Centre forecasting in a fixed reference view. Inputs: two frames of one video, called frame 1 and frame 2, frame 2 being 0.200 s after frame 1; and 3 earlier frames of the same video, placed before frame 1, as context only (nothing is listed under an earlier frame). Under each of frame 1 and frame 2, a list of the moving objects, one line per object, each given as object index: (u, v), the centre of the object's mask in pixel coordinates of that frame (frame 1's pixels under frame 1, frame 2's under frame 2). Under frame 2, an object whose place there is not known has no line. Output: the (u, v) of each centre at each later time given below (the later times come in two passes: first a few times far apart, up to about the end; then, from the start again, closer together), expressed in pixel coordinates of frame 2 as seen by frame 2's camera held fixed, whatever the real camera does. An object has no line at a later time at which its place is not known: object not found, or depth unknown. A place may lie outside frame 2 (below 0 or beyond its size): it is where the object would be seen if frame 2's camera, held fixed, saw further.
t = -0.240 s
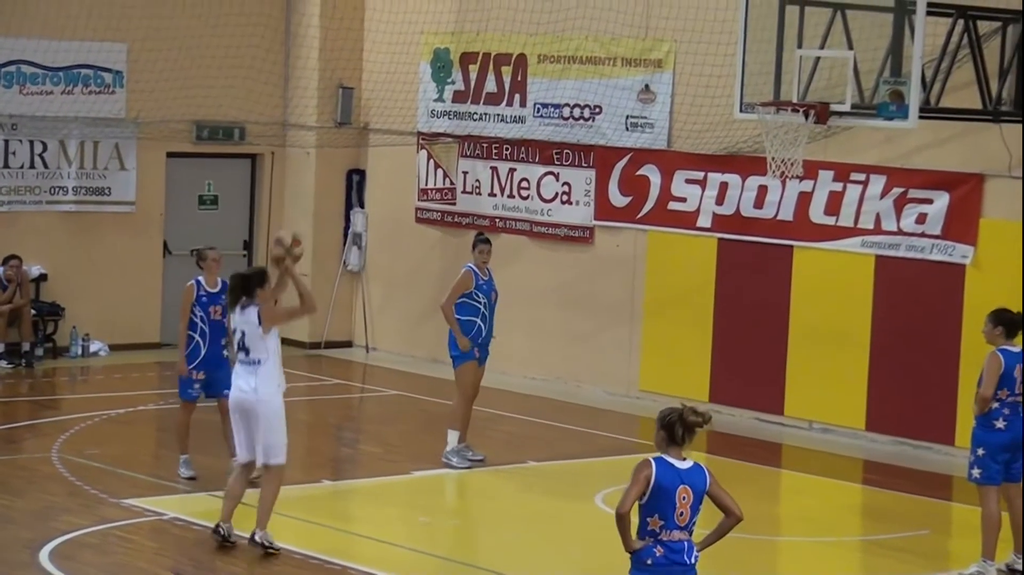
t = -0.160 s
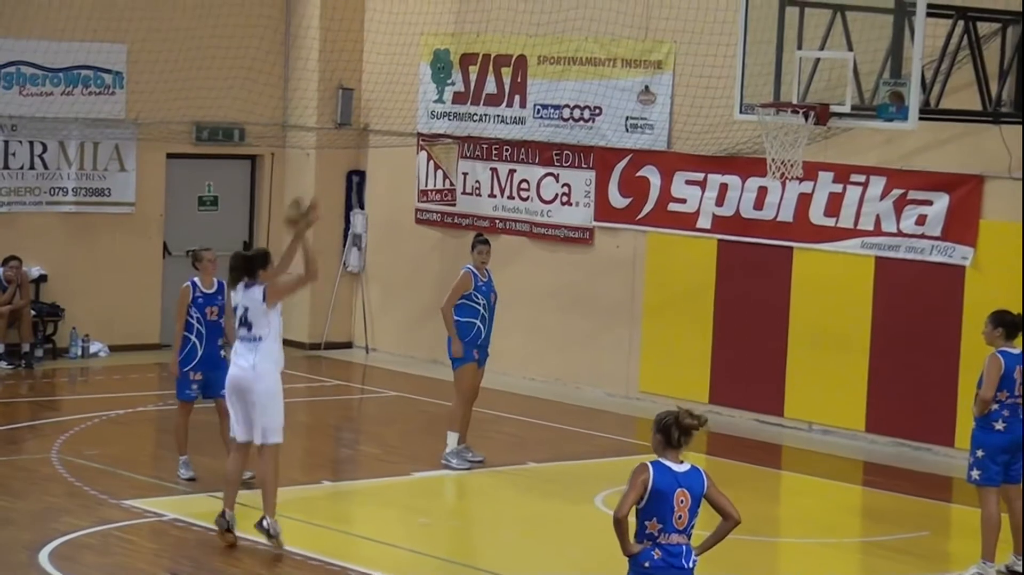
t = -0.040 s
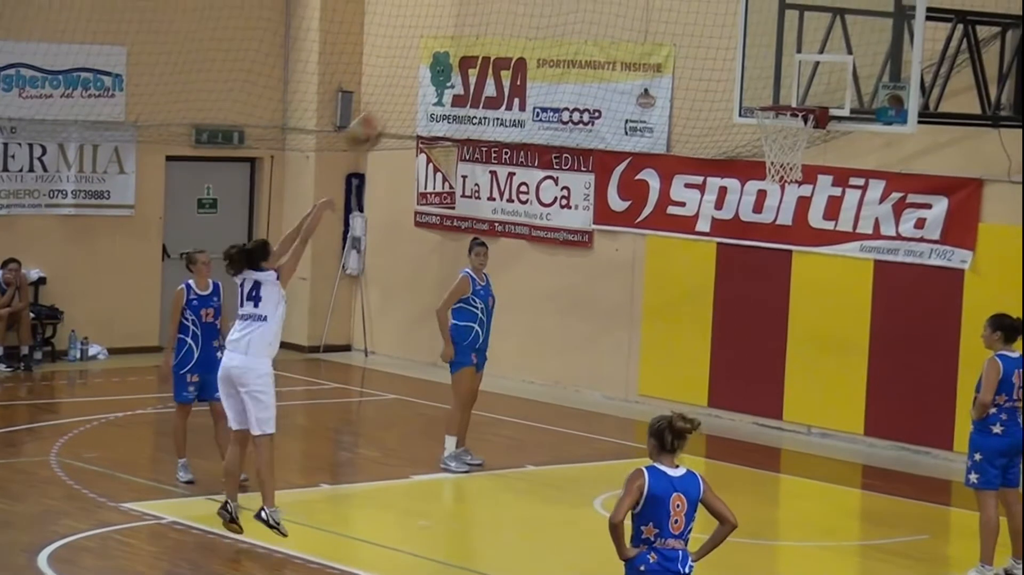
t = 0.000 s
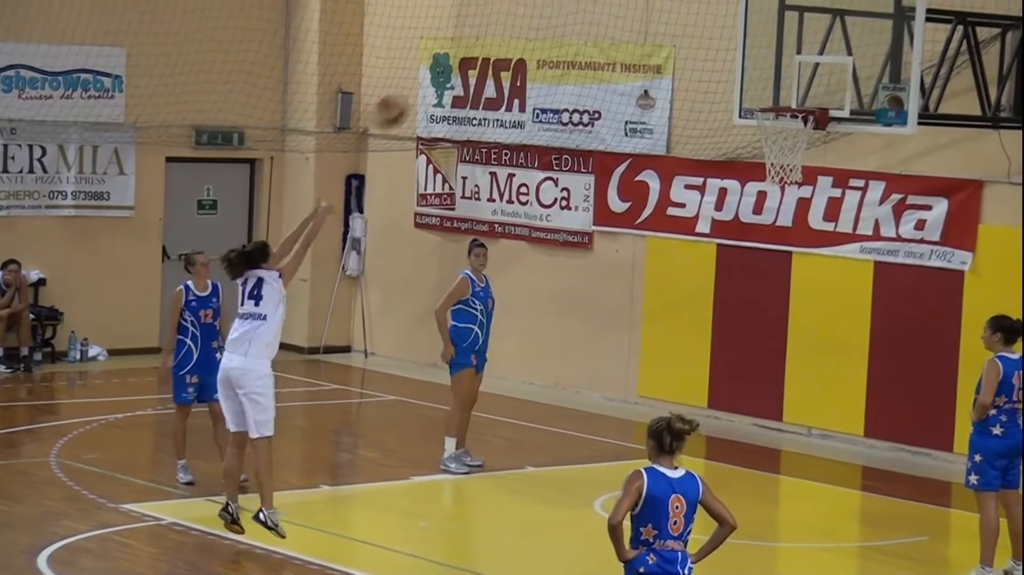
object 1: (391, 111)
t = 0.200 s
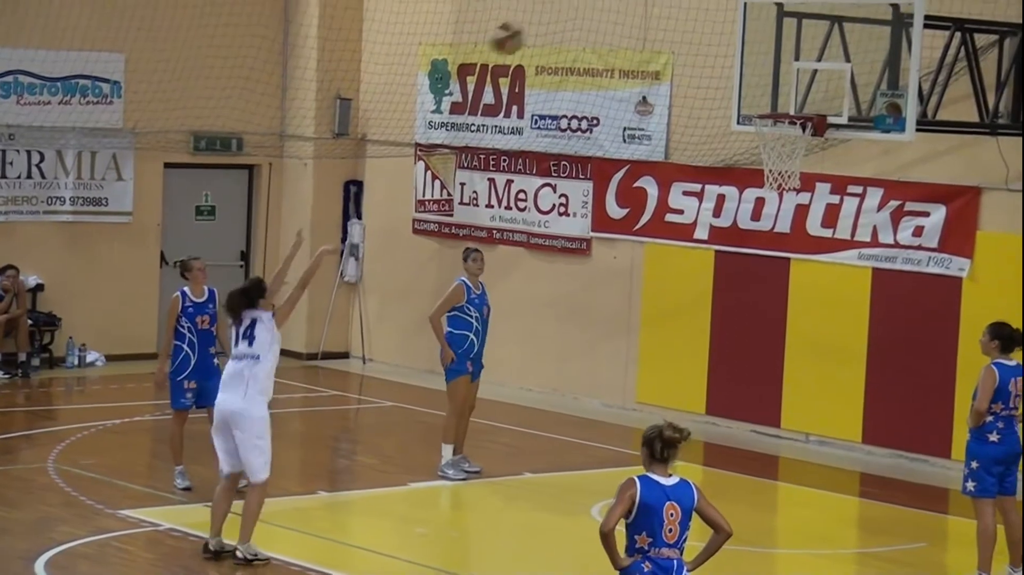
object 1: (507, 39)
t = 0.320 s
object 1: (573, 19)
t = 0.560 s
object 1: (693, 42)
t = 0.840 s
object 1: (809, 146)
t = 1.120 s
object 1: (811, 240)
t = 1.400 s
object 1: (813, 426)
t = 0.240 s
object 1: (530, 30)
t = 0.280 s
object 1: (551, 24)
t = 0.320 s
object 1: (573, 19)
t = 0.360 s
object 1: (593, 18)
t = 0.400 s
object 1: (614, 18)
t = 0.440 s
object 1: (636, 20)
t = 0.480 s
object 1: (656, 26)
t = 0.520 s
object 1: (675, 32)
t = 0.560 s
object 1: (693, 42)
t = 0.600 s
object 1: (712, 53)
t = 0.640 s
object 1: (731, 65)
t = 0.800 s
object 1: (800, 135)
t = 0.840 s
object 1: (809, 146)
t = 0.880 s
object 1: (812, 155)
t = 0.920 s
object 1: (812, 168)
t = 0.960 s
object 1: (811, 177)
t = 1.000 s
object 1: (811, 190)
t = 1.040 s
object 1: (811, 204)
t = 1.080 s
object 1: (811, 221)
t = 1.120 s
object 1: (811, 240)
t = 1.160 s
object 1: (812, 260)
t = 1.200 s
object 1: (812, 284)
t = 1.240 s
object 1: (812, 308)
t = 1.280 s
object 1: (812, 334)
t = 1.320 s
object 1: (812, 363)
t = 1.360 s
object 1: (812, 393)
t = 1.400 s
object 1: (813, 426)
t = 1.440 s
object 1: (813, 460)
